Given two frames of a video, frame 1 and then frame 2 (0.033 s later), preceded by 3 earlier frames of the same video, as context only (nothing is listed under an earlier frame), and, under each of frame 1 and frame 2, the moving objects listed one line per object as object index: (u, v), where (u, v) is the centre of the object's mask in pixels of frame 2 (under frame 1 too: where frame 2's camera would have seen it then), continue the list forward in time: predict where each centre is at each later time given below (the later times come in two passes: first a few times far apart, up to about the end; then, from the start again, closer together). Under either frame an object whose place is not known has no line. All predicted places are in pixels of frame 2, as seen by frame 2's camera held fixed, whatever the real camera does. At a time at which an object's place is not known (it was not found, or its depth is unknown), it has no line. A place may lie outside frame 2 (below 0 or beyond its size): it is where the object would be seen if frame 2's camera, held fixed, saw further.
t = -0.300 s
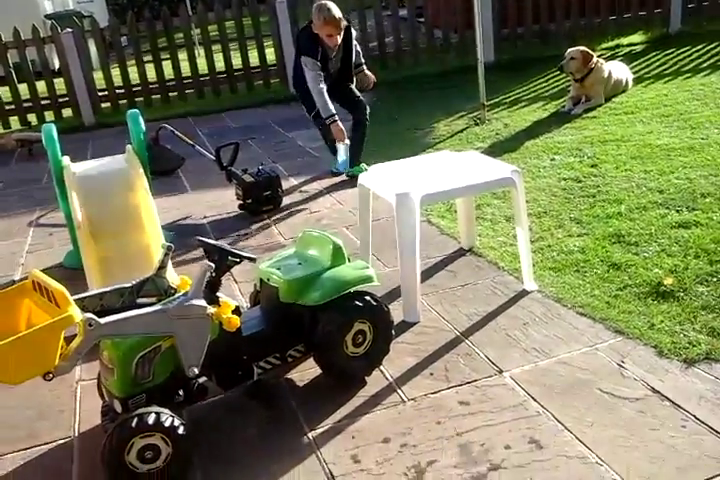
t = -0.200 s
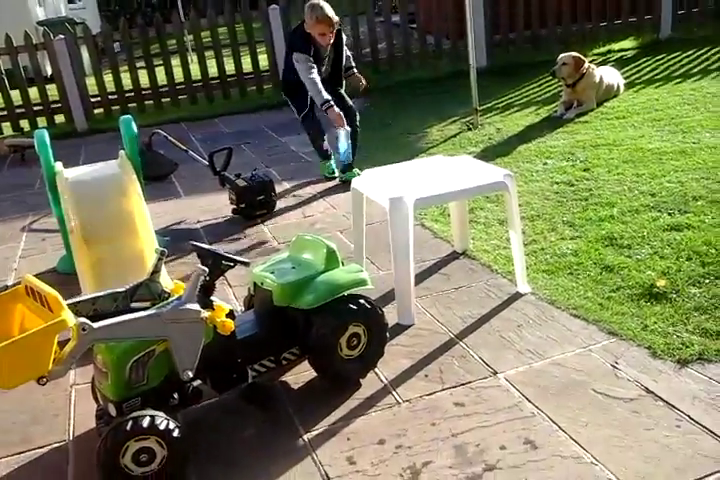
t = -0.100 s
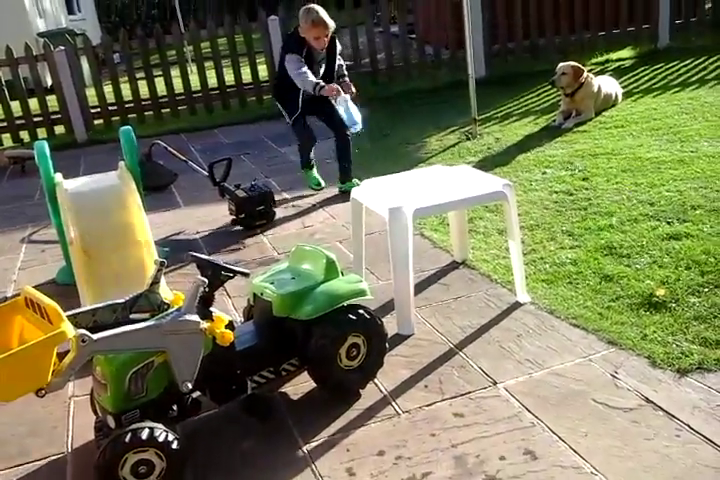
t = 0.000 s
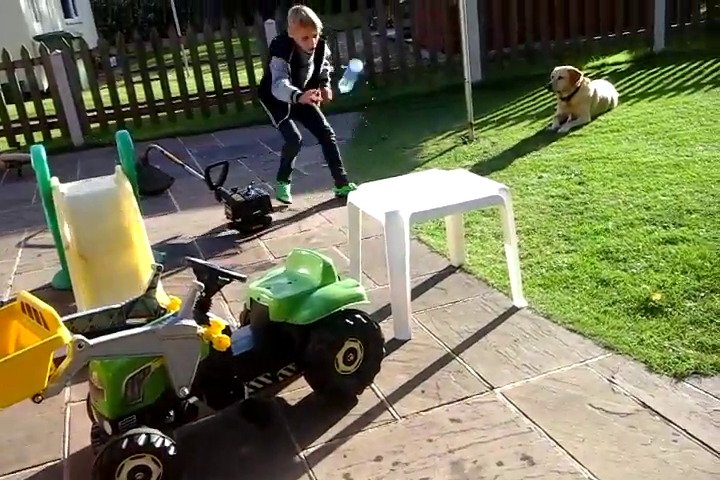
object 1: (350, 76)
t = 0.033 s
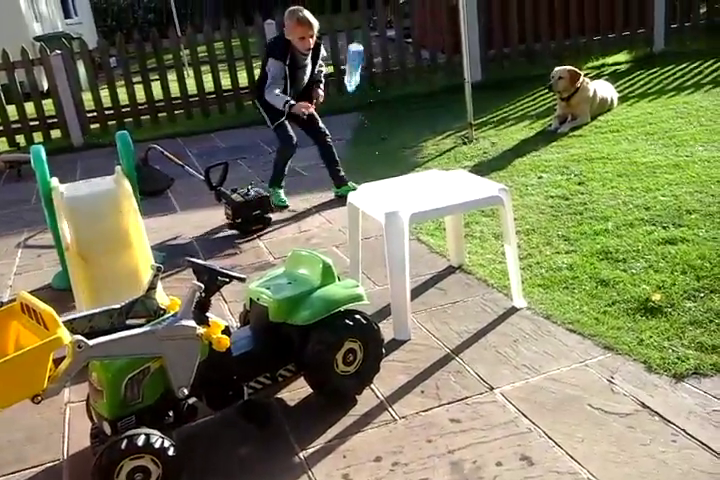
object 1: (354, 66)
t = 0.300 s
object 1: (389, 29)
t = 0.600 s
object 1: (446, 156)
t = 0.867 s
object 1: (479, 186)
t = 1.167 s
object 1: (503, 236)
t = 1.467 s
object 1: (532, 326)
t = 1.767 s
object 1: (536, 325)
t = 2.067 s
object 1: (543, 322)
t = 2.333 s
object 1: (547, 320)
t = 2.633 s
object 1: (554, 317)
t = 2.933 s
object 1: (561, 317)
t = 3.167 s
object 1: (558, 317)
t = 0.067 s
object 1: (358, 56)
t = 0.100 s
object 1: (362, 46)
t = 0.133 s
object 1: (366, 36)
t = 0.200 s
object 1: (373, 23)
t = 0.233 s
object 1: (377, 22)
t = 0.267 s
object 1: (383, 24)
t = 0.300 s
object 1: (389, 29)
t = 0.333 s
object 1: (394, 37)
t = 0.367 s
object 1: (400, 50)
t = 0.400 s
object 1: (406, 66)
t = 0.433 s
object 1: (412, 85)
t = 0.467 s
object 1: (419, 106)
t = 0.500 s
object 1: (426, 130)
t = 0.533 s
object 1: (433, 152)
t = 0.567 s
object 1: (439, 154)
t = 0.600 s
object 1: (446, 156)
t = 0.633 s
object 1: (453, 159)
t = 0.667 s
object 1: (460, 165)
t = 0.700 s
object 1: (465, 175)
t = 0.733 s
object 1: (470, 182)
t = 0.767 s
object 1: (474, 185)
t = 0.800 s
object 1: (476, 186)
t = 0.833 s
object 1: (478, 186)
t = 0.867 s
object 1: (479, 186)
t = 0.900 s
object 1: (480, 187)
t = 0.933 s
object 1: (481, 187)
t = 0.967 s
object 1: (484, 188)
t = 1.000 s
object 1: (487, 189)
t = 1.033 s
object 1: (490, 190)
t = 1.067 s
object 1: (493, 196)
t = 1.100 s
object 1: (497, 207)
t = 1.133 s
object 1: (500, 222)
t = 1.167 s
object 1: (503, 236)
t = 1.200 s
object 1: (507, 253)
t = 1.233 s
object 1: (511, 275)
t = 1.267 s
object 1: (516, 299)
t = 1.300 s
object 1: (524, 320)
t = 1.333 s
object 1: (527, 322)
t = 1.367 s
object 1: (528, 323)
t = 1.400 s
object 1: (530, 325)
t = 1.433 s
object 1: (531, 325)
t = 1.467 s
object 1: (532, 326)
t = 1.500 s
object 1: (533, 325)
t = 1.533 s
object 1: (533, 325)
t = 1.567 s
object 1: (533, 325)
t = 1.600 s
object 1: (534, 325)
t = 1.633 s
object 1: (534, 325)
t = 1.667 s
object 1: (534, 325)
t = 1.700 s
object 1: (535, 325)
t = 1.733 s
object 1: (535, 325)
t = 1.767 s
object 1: (536, 325)
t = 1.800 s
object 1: (537, 325)
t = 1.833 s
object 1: (537, 324)
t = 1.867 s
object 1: (538, 324)
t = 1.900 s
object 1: (539, 324)
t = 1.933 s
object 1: (539, 324)
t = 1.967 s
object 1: (540, 323)
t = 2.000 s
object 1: (540, 322)
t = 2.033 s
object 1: (542, 322)
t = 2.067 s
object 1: (543, 322)
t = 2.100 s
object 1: (544, 321)
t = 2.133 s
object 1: (544, 321)
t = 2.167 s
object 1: (544, 321)
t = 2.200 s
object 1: (545, 321)
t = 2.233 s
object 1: (545, 320)
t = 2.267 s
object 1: (547, 320)
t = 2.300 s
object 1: (548, 320)
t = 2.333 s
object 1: (547, 320)
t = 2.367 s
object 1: (548, 319)
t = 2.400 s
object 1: (548, 320)
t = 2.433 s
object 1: (549, 319)
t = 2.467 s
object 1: (550, 318)
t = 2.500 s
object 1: (551, 318)
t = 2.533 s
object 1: (552, 318)
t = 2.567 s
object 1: (553, 317)
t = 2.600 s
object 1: (554, 317)
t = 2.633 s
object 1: (554, 317)
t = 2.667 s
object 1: (555, 316)
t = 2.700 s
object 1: (555, 316)
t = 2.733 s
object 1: (560, 317)
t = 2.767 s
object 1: (559, 317)
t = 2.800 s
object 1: (560, 317)
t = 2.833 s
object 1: (560, 317)
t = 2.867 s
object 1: (561, 317)
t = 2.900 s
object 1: (561, 317)
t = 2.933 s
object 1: (561, 317)
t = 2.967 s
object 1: (560, 318)
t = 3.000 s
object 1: (560, 318)
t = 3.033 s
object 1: (560, 318)
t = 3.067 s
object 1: (560, 318)
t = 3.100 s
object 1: (559, 318)
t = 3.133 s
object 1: (559, 318)
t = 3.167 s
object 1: (558, 317)
